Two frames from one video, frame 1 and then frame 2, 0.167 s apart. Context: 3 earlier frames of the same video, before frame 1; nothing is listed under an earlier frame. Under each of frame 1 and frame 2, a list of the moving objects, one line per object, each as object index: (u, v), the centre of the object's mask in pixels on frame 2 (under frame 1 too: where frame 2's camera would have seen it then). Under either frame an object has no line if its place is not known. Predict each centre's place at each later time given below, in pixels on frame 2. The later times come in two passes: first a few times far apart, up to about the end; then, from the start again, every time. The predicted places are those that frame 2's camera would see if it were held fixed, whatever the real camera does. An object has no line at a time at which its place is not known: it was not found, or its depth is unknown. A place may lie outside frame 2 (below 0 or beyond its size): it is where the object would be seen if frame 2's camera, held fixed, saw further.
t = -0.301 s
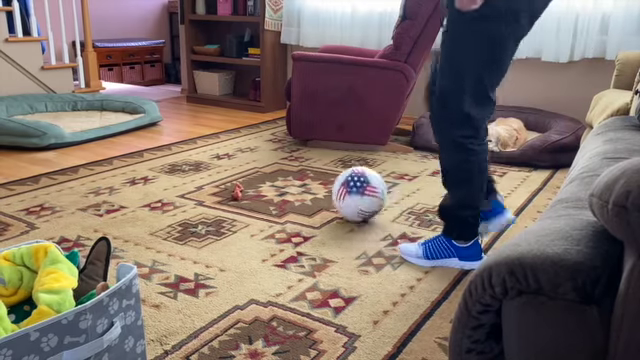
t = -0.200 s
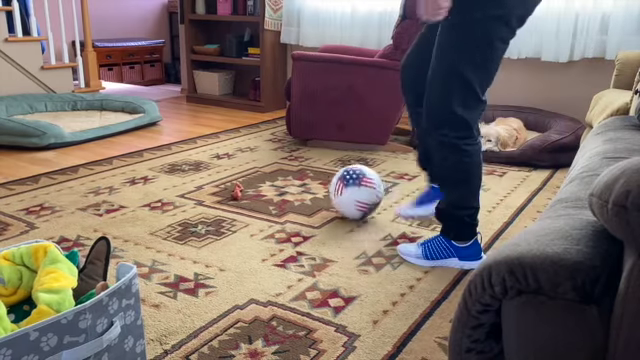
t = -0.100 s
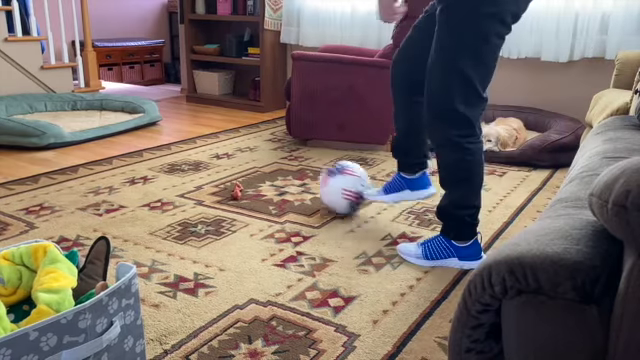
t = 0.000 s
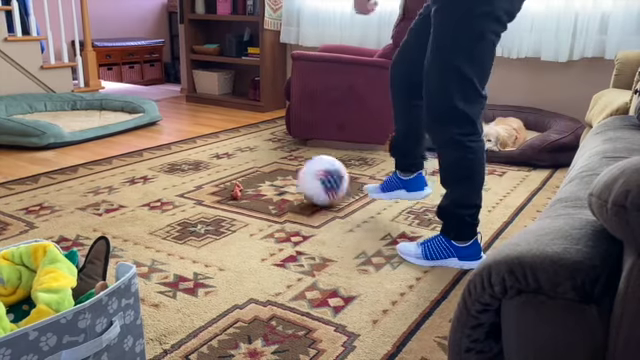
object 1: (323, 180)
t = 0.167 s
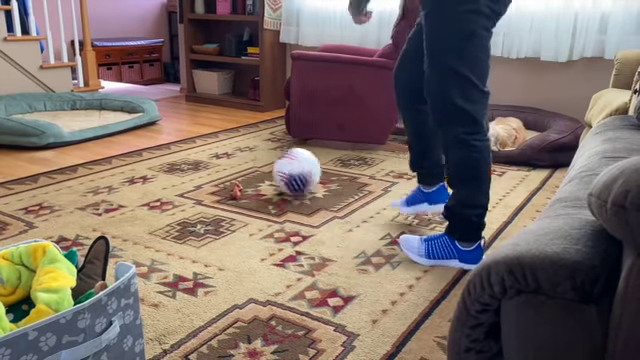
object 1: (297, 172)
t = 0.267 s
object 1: (284, 168)
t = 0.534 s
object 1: (254, 156)
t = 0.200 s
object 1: (292, 170)
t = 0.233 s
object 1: (288, 169)
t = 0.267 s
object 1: (284, 168)
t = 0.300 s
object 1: (279, 166)
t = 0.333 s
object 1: (276, 165)
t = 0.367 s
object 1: (273, 163)
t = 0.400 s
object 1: (269, 162)
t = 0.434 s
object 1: (266, 161)
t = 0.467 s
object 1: (262, 159)
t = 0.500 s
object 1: (259, 158)
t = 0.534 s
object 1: (254, 156)
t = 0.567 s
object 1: (253, 156)
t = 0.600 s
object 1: (248, 155)
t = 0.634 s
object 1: (245, 153)
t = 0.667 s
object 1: (243, 152)
